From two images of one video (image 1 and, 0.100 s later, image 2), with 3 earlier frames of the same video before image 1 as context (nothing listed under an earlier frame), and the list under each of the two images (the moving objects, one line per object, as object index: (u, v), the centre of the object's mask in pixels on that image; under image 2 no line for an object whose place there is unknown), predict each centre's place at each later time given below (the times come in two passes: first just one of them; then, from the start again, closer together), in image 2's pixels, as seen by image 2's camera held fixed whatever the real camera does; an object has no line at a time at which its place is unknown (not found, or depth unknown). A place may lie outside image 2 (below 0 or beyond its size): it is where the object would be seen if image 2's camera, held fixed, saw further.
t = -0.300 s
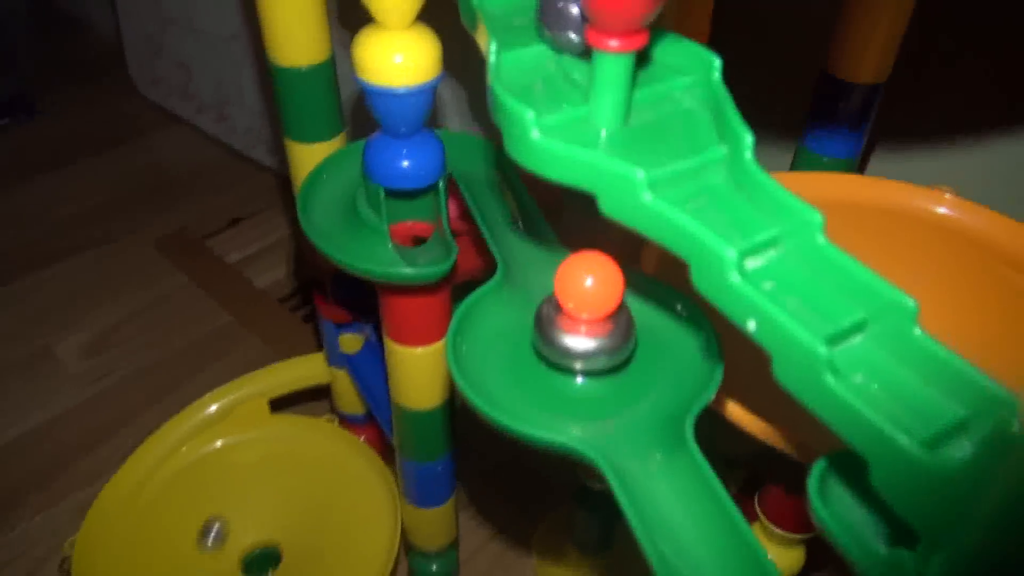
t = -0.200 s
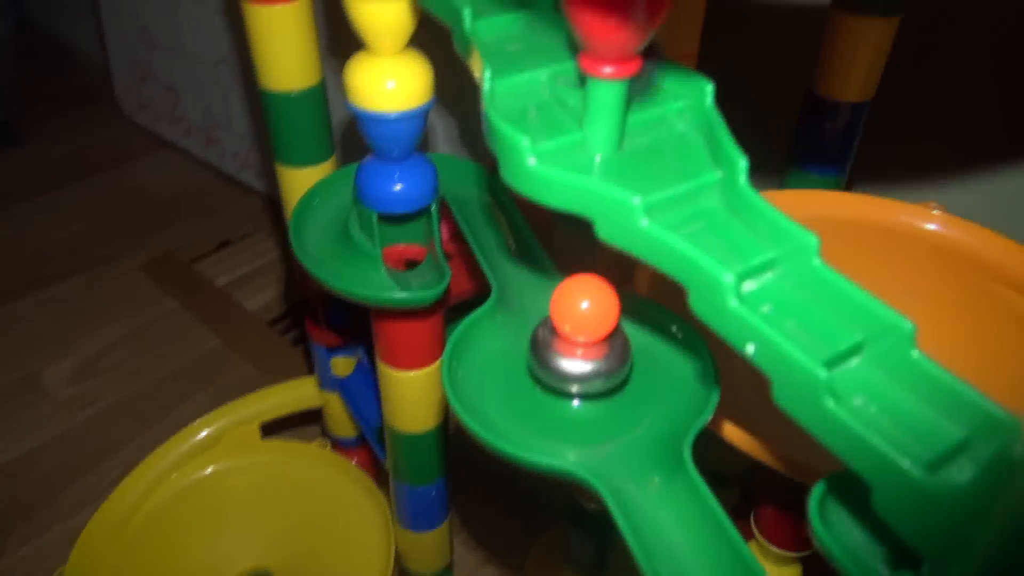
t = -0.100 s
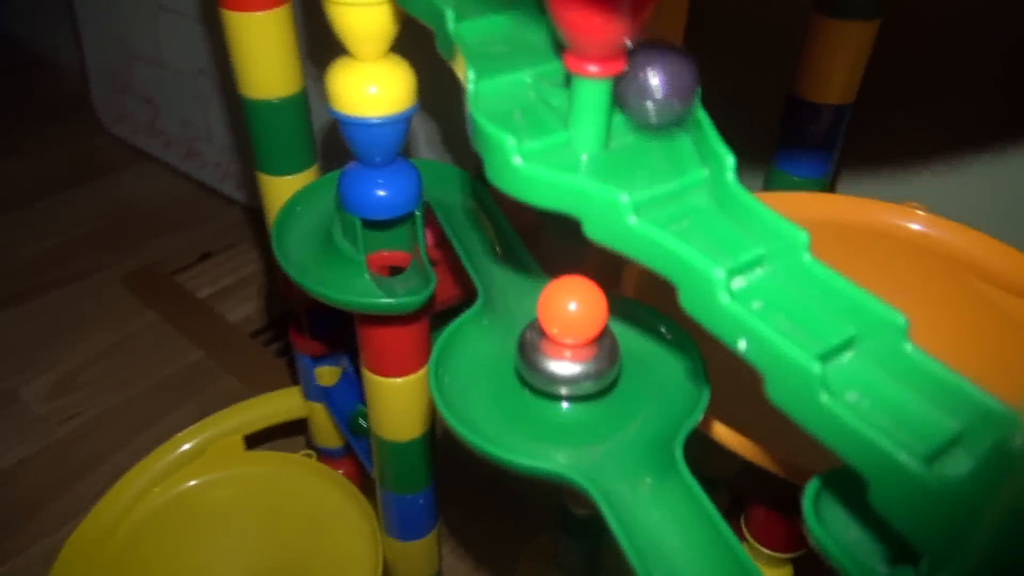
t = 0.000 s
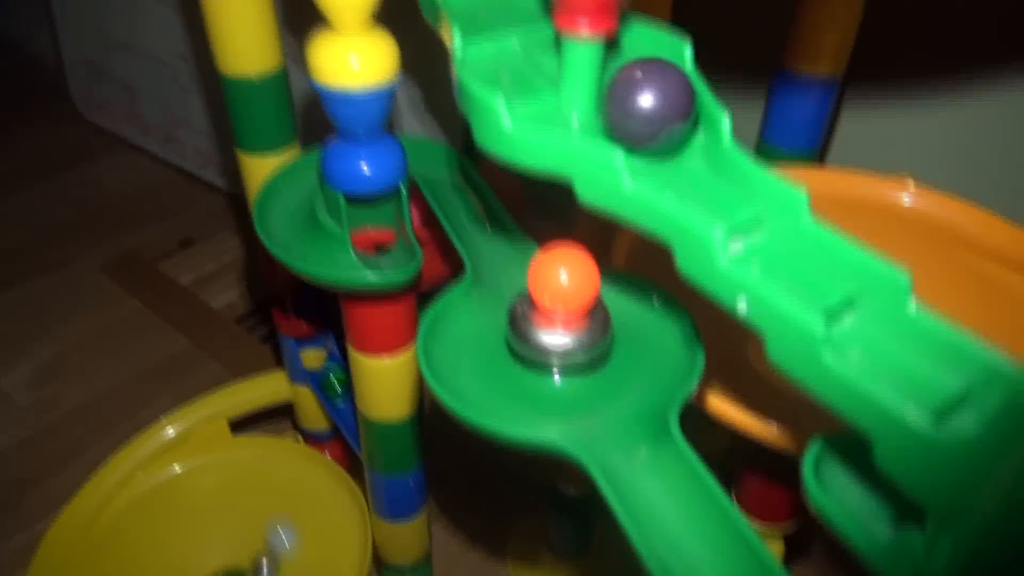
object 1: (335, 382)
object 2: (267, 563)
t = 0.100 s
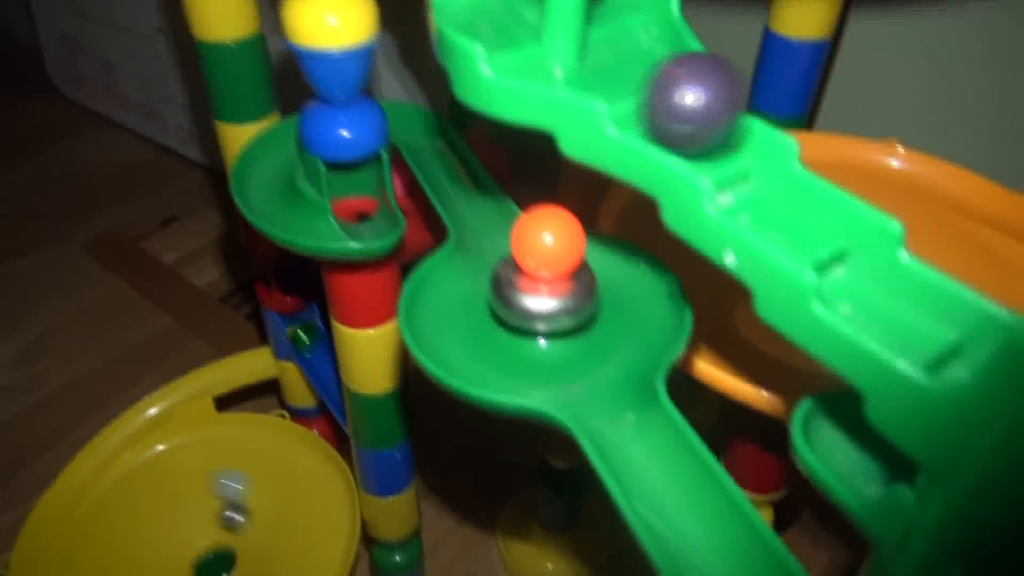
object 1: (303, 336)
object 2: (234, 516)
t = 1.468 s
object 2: (214, 570)
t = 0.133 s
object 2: (218, 514)
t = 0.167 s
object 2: (201, 518)
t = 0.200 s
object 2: (184, 525)
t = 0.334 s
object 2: (164, 569)
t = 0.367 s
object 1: (273, 360)
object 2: (174, 576)
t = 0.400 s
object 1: (273, 360)
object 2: (188, 581)
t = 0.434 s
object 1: (272, 360)
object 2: (211, 571)
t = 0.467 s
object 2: (221, 570)
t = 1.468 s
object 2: (214, 570)
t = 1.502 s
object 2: (225, 569)
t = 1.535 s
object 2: (239, 560)
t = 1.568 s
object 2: (246, 546)
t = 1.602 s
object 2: (245, 535)
